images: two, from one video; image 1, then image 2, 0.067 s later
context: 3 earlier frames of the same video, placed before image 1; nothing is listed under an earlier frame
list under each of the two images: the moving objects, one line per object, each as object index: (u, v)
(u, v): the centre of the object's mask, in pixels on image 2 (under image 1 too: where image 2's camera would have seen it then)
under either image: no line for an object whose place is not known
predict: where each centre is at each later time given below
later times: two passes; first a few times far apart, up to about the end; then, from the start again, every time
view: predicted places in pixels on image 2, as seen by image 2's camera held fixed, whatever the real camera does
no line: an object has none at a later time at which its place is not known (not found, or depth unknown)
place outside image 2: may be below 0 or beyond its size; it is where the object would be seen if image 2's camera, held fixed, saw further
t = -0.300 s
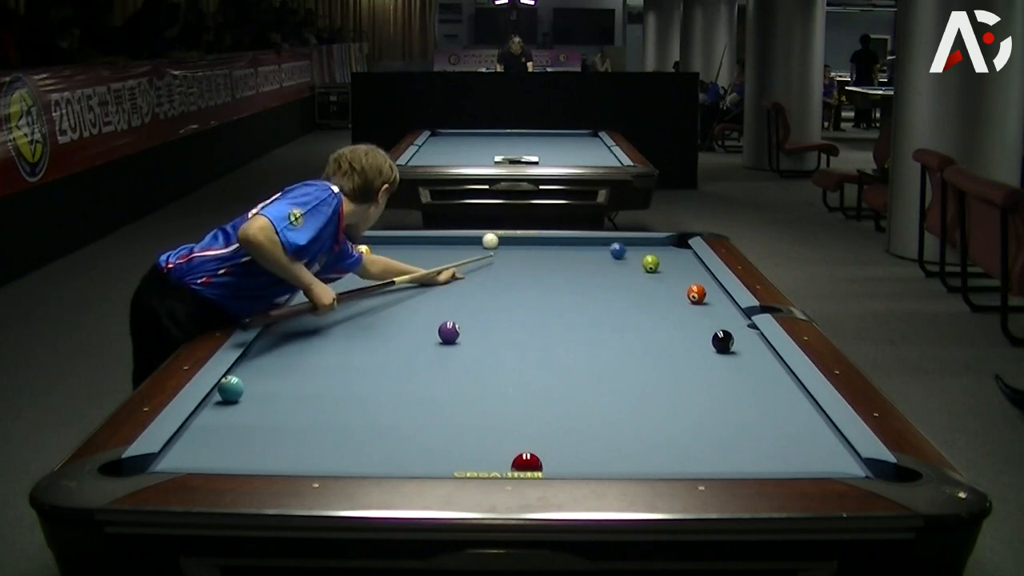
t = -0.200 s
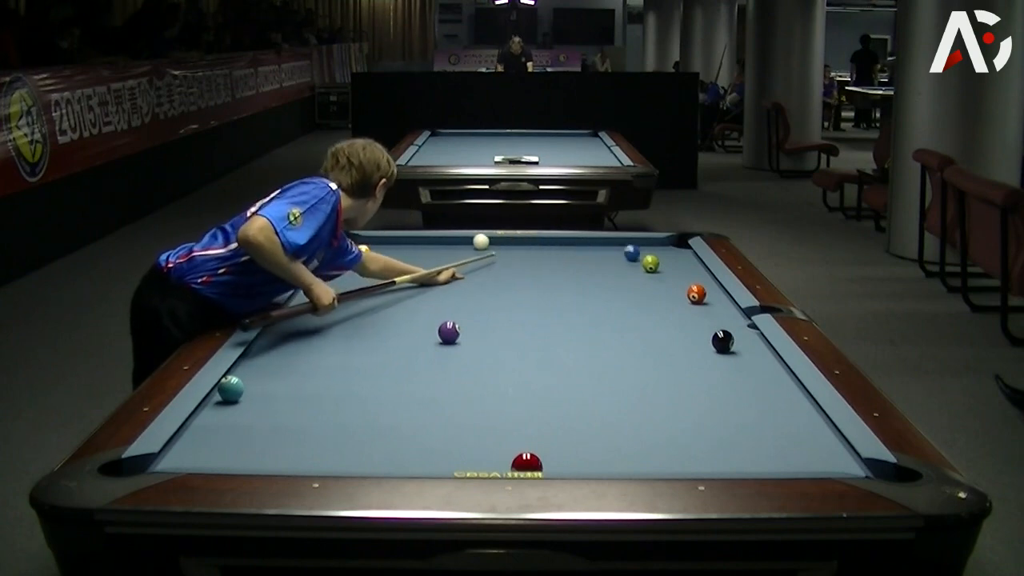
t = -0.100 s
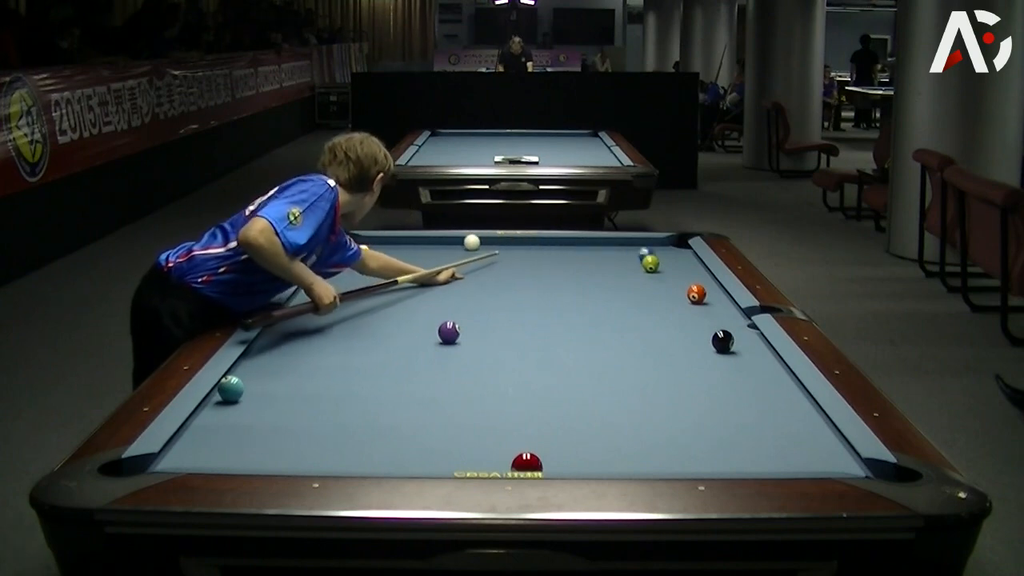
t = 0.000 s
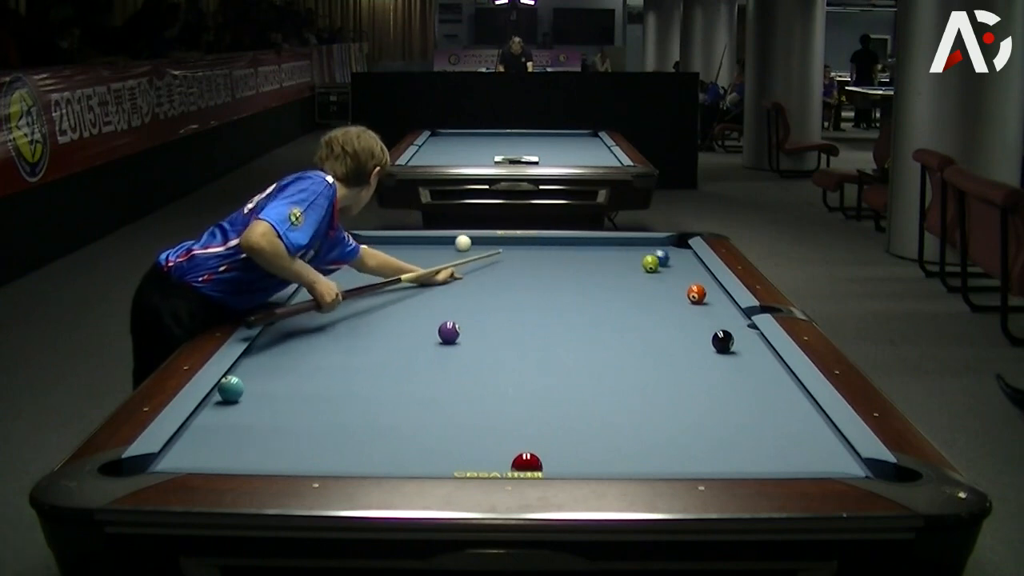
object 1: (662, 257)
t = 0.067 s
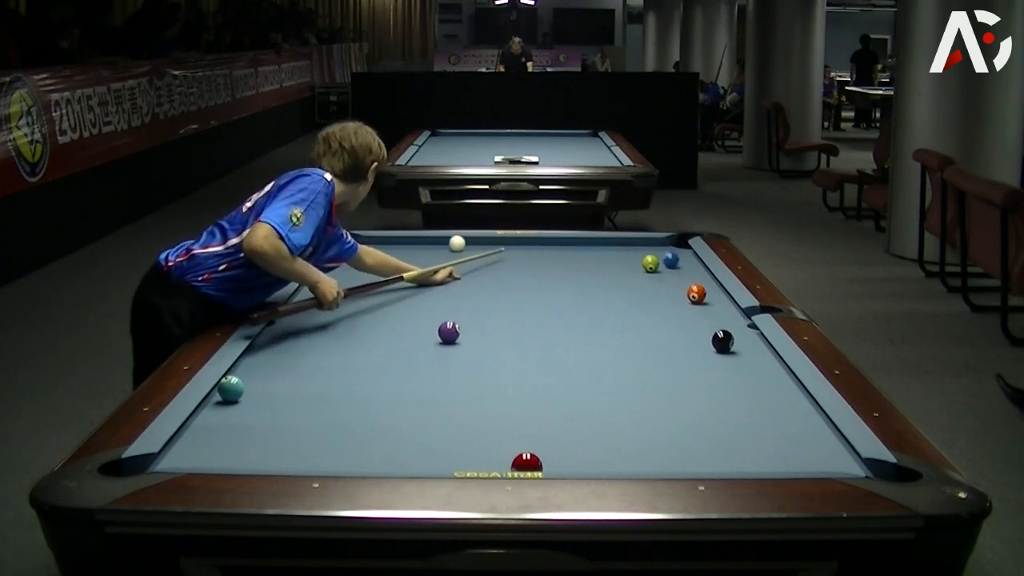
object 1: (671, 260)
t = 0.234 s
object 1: (694, 264)
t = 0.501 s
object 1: (682, 270)
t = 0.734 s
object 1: (670, 276)
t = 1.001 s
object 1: (655, 283)
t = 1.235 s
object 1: (643, 289)
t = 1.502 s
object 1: (629, 296)
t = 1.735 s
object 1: (616, 302)
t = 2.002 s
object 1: (602, 309)
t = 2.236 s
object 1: (590, 315)
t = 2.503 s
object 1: (576, 321)
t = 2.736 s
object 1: (563, 327)
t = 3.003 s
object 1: (550, 333)
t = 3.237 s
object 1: (538, 339)
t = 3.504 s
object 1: (525, 345)
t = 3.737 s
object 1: (514, 350)
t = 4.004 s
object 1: (502, 355)
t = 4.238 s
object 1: (493, 359)
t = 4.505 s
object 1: (483, 364)
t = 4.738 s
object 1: (476, 367)
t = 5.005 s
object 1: (468, 371)
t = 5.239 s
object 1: (462, 374)
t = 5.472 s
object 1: (457, 375)
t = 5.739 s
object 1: (452, 378)
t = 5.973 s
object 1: (450, 379)
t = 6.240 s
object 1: (448, 380)
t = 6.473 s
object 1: (446, 381)
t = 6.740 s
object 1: (446, 381)
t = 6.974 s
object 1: (446, 381)
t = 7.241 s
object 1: (446, 381)
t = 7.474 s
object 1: (446, 381)
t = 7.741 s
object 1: (446, 381)
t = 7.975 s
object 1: (446, 381)
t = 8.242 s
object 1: (446, 381)
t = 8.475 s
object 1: (446, 381)
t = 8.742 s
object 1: (446, 381)
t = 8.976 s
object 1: (446, 381)
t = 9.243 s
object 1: (446, 381)
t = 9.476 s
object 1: (446, 381)
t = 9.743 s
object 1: (446, 381)
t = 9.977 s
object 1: (446, 381)
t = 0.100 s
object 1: (675, 260)
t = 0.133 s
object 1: (680, 262)
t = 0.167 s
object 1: (685, 262)
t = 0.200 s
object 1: (690, 263)
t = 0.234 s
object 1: (694, 264)
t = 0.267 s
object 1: (694, 265)
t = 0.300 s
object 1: (692, 265)
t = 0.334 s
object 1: (690, 266)
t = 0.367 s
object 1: (689, 267)
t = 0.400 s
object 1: (687, 268)
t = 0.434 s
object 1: (685, 268)
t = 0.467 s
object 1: (684, 269)
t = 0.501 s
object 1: (682, 270)
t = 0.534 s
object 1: (680, 271)
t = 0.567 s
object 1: (678, 272)
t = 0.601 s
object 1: (677, 273)
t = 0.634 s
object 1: (675, 273)
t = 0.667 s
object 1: (673, 274)
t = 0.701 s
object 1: (671, 275)
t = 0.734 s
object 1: (670, 276)
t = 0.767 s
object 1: (668, 277)
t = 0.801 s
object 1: (666, 278)
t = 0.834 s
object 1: (664, 279)
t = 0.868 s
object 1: (662, 279)
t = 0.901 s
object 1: (661, 280)
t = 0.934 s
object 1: (659, 281)
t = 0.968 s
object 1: (657, 282)
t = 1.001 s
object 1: (655, 283)
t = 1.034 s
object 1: (654, 284)
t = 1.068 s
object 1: (652, 285)
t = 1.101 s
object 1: (650, 285)
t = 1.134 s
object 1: (649, 286)
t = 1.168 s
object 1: (647, 287)
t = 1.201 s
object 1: (645, 288)
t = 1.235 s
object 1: (643, 289)
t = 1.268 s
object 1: (641, 290)
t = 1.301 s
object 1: (640, 291)
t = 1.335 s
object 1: (638, 291)
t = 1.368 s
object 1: (636, 292)
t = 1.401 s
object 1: (634, 293)
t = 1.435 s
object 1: (633, 294)
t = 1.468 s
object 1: (631, 295)
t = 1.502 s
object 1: (629, 296)
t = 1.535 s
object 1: (627, 297)
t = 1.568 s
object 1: (625, 297)
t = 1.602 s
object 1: (624, 298)
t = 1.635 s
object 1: (622, 299)
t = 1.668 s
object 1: (620, 300)
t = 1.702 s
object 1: (618, 301)
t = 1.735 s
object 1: (616, 302)
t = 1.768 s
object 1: (614, 303)
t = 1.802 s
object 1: (613, 304)
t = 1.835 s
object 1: (611, 304)
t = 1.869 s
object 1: (609, 305)
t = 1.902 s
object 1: (607, 306)
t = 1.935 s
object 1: (606, 307)
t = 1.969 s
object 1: (604, 308)
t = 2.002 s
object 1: (602, 309)
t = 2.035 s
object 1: (600, 310)
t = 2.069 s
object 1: (599, 310)
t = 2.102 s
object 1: (597, 311)
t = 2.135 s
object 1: (595, 312)
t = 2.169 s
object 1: (593, 313)
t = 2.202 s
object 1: (591, 314)
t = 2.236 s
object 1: (590, 315)
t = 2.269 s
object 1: (588, 315)
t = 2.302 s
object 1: (586, 316)
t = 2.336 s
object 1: (584, 317)
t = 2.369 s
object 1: (583, 318)
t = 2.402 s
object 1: (581, 319)
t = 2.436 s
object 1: (579, 319)
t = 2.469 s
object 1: (577, 320)
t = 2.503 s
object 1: (576, 321)
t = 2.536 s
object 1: (574, 322)
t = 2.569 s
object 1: (572, 323)
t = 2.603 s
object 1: (570, 324)
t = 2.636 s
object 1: (569, 325)
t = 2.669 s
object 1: (567, 325)
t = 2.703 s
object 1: (565, 326)
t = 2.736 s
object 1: (563, 327)
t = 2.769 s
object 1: (562, 328)
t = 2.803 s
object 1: (560, 329)
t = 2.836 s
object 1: (558, 329)
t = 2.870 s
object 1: (557, 330)
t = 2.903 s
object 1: (555, 331)
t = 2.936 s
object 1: (553, 332)
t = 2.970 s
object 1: (552, 333)
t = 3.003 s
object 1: (550, 333)
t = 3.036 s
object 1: (548, 334)
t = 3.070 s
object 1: (547, 335)
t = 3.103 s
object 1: (545, 336)
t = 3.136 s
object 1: (543, 337)
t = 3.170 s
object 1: (542, 337)
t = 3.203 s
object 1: (540, 338)
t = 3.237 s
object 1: (538, 339)
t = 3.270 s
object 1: (537, 340)
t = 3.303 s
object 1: (535, 340)
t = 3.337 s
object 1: (533, 341)
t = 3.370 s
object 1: (532, 342)
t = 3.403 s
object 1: (530, 343)
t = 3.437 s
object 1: (529, 343)
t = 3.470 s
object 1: (527, 344)
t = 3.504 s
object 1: (525, 345)
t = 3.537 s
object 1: (524, 345)
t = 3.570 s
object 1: (522, 346)
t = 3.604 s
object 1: (521, 347)
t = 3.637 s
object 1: (519, 347)
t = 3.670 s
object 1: (517, 348)
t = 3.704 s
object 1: (516, 349)
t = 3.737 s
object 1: (514, 350)
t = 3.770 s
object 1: (513, 351)
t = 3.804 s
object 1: (511, 351)
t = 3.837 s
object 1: (509, 352)
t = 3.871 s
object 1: (508, 352)
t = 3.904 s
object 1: (507, 353)
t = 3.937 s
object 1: (505, 353)
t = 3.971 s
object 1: (504, 354)
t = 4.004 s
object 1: (502, 355)
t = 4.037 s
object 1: (501, 355)
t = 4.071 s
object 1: (499, 356)
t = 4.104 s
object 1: (498, 357)
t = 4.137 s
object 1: (497, 357)
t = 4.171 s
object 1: (495, 358)
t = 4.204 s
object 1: (494, 359)
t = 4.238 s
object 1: (493, 359)
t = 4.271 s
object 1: (492, 360)
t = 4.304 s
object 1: (490, 361)
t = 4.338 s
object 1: (489, 361)
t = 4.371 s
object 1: (488, 361)
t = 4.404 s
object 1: (487, 362)
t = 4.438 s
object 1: (486, 363)
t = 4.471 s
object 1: (484, 363)
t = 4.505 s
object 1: (483, 364)
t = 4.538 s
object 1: (482, 364)
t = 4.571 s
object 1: (481, 365)
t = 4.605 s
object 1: (480, 365)
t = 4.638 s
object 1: (479, 365)
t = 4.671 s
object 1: (478, 366)
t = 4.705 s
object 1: (477, 367)
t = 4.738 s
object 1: (476, 367)
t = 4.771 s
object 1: (475, 368)
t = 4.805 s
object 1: (474, 368)
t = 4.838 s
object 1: (473, 369)
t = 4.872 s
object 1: (472, 369)
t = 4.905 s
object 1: (471, 369)
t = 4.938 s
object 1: (470, 370)
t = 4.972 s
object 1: (469, 370)
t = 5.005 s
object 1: (468, 371)
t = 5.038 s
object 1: (467, 371)
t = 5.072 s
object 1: (467, 372)
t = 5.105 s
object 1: (466, 372)
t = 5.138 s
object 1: (465, 372)
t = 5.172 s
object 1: (464, 373)
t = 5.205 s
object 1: (463, 373)
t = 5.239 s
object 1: (462, 374)
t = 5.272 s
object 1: (462, 374)
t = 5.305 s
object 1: (461, 374)
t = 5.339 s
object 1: (460, 374)
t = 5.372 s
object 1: (459, 375)
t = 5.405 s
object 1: (459, 375)
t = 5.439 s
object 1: (458, 375)
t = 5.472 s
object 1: (457, 375)
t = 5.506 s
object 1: (456, 376)
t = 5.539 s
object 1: (456, 376)
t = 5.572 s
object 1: (455, 377)
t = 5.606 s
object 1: (455, 377)
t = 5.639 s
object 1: (454, 377)
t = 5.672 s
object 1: (454, 377)
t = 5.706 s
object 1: (453, 378)
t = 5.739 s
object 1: (452, 378)
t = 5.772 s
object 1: (452, 378)
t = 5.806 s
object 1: (452, 378)
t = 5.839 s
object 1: (451, 378)
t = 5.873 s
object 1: (451, 379)
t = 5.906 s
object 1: (450, 379)
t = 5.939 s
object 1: (450, 379)
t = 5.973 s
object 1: (450, 379)
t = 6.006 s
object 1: (450, 379)
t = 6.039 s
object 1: (449, 380)
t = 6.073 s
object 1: (449, 379)
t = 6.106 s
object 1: (449, 380)
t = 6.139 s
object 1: (448, 380)
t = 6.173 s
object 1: (448, 380)
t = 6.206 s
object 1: (448, 380)
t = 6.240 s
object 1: (448, 380)
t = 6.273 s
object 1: (447, 381)
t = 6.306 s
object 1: (447, 381)
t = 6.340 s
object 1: (447, 381)
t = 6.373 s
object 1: (447, 381)
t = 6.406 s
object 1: (446, 381)
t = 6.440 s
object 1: (446, 381)
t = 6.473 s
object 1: (446, 381)
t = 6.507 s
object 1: (446, 381)
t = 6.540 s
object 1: (446, 381)
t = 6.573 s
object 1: (446, 381)
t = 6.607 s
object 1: (446, 381)
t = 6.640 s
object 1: (446, 381)
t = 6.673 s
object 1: (446, 381)
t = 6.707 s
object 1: (446, 381)
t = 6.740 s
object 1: (446, 381)
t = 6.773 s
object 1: (446, 381)
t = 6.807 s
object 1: (446, 381)
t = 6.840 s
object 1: (446, 381)
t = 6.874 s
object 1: (446, 381)
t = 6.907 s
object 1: (446, 381)
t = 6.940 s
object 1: (446, 381)
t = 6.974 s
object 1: (446, 381)
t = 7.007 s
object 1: (446, 381)
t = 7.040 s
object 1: (446, 381)
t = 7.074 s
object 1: (446, 381)
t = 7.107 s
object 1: (446, 381)
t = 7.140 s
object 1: (446, 381)
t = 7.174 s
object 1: (446, 381)
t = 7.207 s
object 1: (446, 381)
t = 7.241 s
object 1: (446, 381)
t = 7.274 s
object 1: (446, 381)
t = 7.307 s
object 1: (446, 381)
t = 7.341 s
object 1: (446, 381)
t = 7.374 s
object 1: (446, 381)
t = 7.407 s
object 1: (446, 381)
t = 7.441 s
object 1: (446, 381)
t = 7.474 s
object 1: (446, 381)
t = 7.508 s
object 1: (446, 381)
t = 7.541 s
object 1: (446, 381)
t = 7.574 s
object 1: (446, 381)
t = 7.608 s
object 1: (446, 381)
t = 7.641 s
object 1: (446, 381)
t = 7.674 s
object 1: (446, 381)
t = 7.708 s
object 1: (446, 381)
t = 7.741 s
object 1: (446, 381)
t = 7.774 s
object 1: (446, 381)
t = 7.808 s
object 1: (446, 381)
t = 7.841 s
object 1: (446, 381)
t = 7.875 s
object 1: (446, 381)
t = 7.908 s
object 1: (446, 381)
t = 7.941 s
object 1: (446, 381)
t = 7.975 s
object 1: (446, 381)
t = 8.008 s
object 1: (446, 381)
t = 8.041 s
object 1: (446, 381)
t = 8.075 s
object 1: (446, 381)
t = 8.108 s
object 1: (446, 381)
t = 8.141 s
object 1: (446, 381)
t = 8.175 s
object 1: (446, 381)
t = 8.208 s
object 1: (446, 381)
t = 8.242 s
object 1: (446, 381)
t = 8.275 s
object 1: (446, 381)
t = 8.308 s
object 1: (446, 381)
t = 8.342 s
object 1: (446, 381)
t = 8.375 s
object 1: (446, 381)
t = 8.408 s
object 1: (446, 381)
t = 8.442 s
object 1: (446, 381)
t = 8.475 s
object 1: (446, 381)
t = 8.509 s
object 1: (446, 381)
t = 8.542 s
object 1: (446, 381)
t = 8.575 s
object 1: (446, 381)
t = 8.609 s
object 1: (446, 381)
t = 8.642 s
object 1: (446, 381)
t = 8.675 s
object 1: (446, 381)
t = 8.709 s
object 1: (446, 381)
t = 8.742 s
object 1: (446, 381)
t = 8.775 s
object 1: (446, 381)
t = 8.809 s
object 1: (446, 381)
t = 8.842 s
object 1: (446, 381)
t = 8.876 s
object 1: (446, 381)
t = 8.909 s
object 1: (446, 381)
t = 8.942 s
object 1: (446, 381)
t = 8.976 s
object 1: (446, 381)
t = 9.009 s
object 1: (446, 381)
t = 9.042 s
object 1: (446, 381)
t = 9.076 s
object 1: (446, 381)
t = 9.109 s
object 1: (446, 381)
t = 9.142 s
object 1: (446, 381)
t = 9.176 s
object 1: (446, 381)
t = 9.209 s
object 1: (446, 381)
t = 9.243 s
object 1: (446, 381)
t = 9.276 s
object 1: (446, 381)
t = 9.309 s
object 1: (446, 381)
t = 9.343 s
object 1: (446, 381)
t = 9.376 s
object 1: (446, 381)
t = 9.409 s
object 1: (446, 381)
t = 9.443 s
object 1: (446, 381)
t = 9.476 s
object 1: (446, 381)
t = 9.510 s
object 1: (446, 381)
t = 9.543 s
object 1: (446, 381)
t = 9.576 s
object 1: (446, 381)
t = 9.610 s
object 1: (446, 381)
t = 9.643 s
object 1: (446, 381)
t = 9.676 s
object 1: (446, 381)
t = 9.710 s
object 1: (446, 381)
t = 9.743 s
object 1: (446, 381)
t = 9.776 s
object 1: (446, 381)
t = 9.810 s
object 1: (446, 381)
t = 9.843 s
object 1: (446, 381)
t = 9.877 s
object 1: (446, 381)
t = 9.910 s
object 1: (446, 381)
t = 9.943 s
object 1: (446, 381)
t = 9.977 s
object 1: (446, 381)
